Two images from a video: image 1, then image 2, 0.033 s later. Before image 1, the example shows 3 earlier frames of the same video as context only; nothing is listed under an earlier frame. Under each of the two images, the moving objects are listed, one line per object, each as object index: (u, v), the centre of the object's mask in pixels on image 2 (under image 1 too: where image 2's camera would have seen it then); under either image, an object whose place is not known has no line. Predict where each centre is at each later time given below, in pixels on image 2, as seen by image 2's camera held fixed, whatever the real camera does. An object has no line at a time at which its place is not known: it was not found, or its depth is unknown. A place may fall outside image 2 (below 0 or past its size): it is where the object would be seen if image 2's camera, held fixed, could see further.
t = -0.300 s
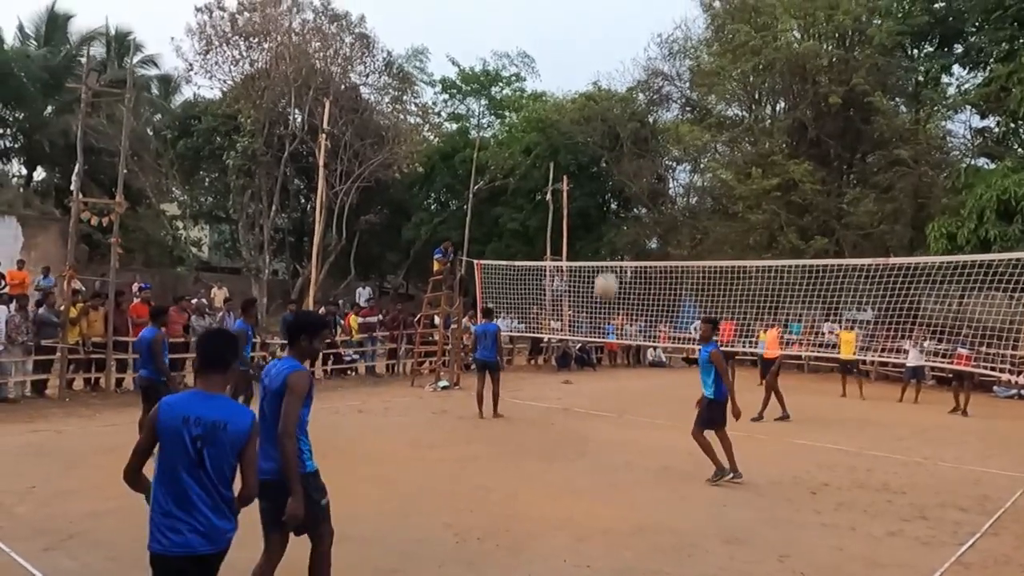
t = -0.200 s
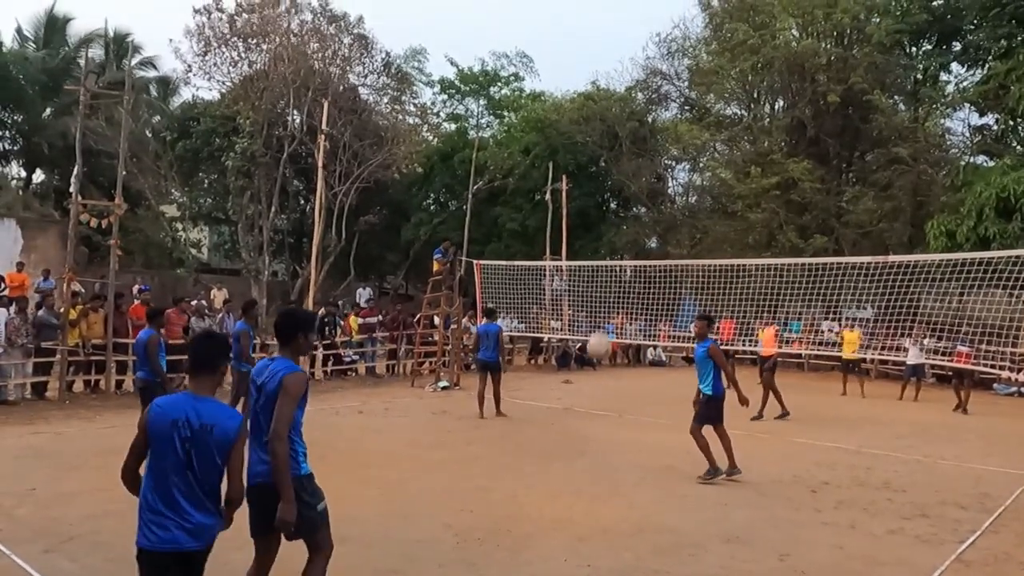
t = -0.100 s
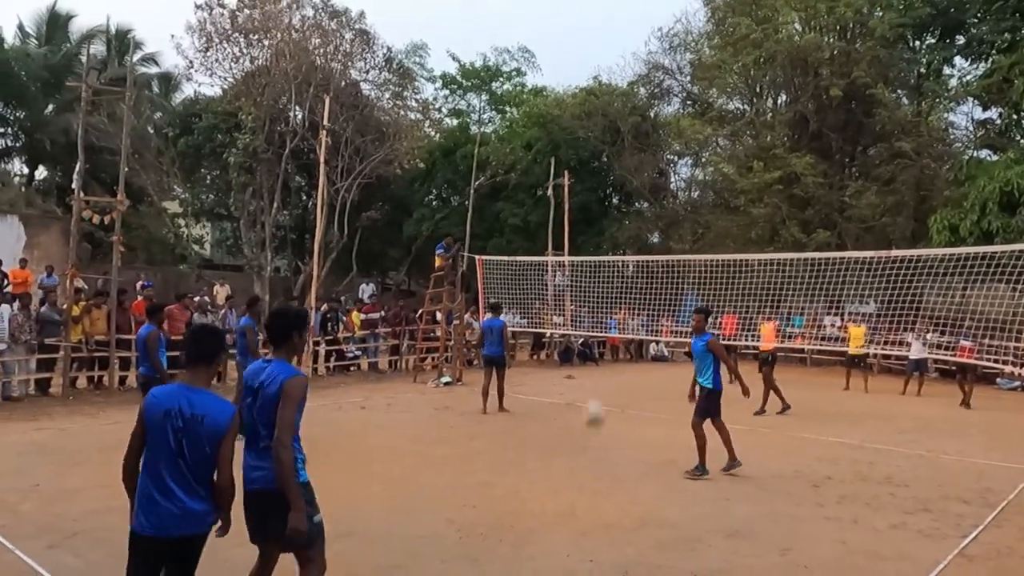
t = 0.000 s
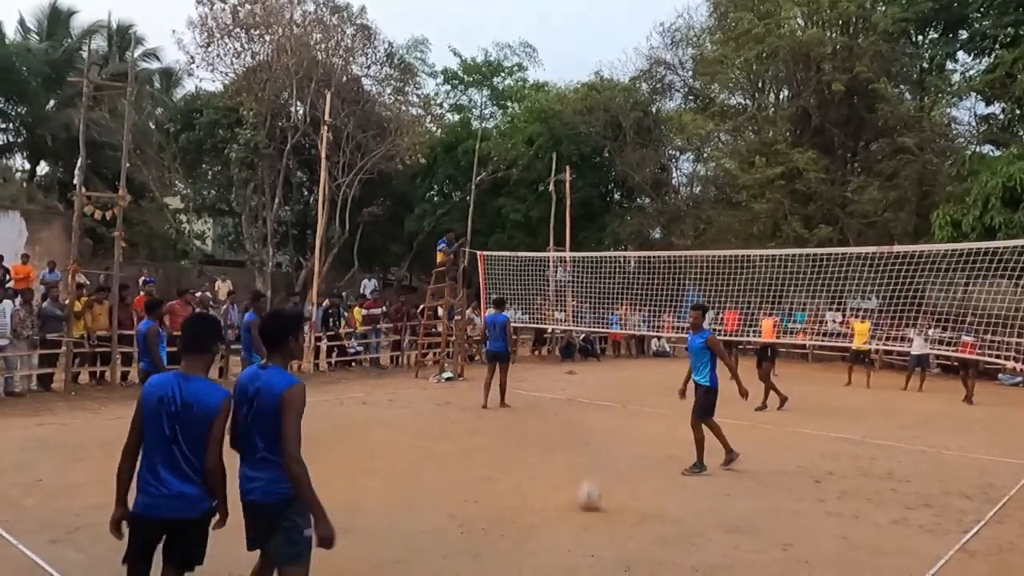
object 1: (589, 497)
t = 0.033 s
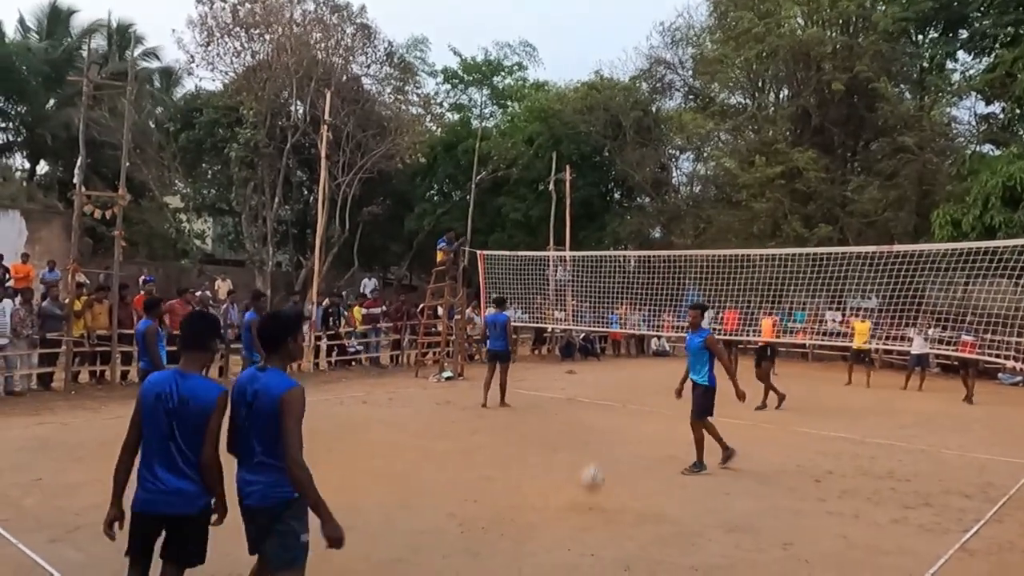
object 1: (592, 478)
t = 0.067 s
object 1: (597, 455)
